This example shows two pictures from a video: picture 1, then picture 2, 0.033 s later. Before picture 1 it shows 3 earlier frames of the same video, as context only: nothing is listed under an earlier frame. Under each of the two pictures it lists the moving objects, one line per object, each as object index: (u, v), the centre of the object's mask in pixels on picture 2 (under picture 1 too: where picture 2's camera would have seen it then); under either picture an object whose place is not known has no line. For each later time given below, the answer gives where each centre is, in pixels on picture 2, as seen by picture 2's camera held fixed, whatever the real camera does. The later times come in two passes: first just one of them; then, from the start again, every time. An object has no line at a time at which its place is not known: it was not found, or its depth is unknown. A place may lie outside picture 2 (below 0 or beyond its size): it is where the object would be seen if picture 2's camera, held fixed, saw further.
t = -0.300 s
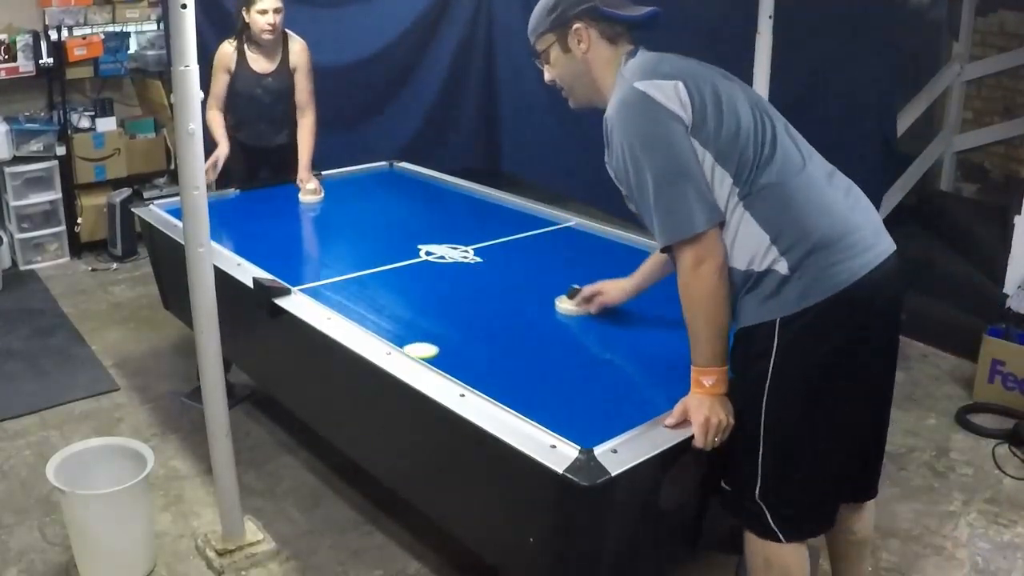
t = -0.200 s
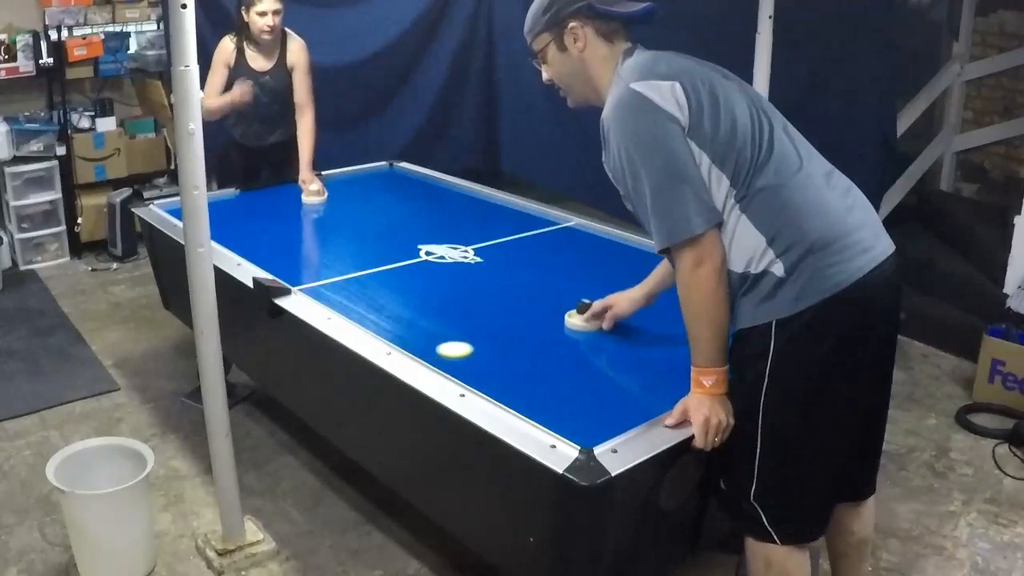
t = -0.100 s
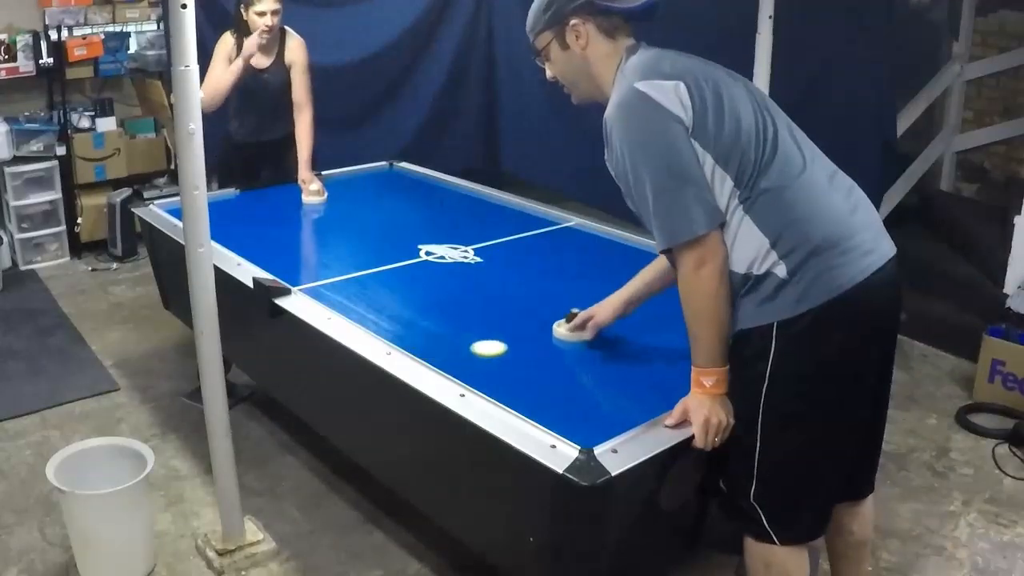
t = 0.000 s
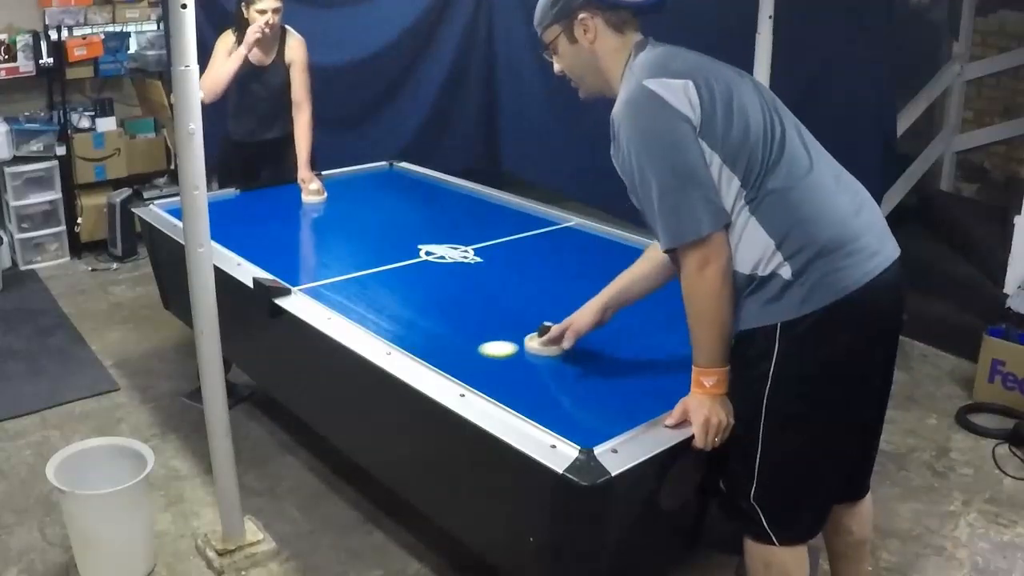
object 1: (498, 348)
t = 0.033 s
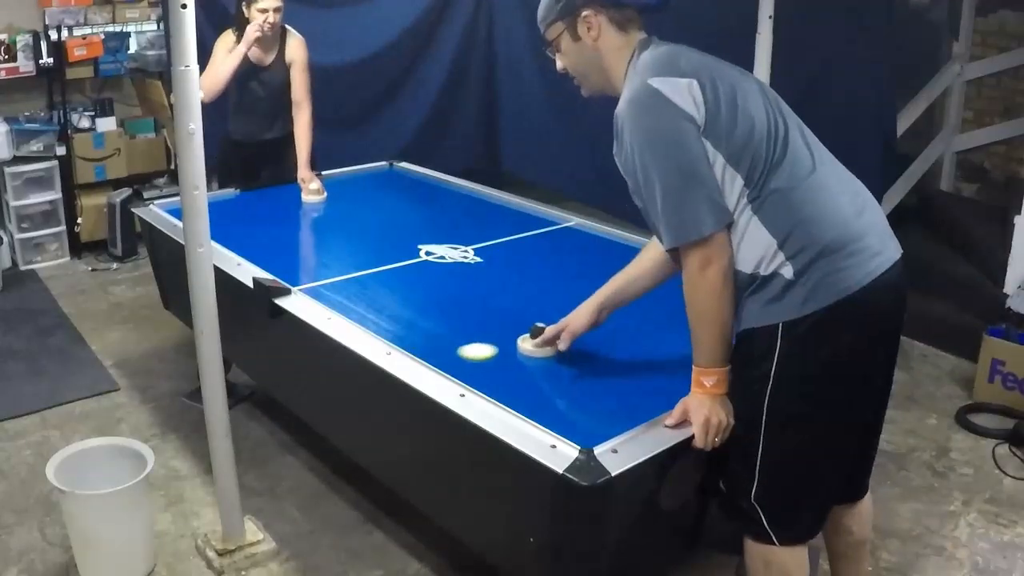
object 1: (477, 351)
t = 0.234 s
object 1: (468, 336)
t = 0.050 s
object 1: (467, 352)
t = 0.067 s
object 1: (456, 353)
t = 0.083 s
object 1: (446, 354)
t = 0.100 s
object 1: (436, 355)
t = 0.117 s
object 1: (431, 355)
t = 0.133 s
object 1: (435, 353)
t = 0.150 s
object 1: (441, 350)
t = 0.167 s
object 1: (446, 347)
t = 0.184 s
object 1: (452, 345)
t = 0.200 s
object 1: (457, 342)
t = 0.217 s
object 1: (463, 339)
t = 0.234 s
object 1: (468, 336)
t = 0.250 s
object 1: (473, 333)
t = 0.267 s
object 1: (478, 331)
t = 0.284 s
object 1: (483, 329)
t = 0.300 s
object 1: (488, 326)
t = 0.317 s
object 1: (493, 323)
